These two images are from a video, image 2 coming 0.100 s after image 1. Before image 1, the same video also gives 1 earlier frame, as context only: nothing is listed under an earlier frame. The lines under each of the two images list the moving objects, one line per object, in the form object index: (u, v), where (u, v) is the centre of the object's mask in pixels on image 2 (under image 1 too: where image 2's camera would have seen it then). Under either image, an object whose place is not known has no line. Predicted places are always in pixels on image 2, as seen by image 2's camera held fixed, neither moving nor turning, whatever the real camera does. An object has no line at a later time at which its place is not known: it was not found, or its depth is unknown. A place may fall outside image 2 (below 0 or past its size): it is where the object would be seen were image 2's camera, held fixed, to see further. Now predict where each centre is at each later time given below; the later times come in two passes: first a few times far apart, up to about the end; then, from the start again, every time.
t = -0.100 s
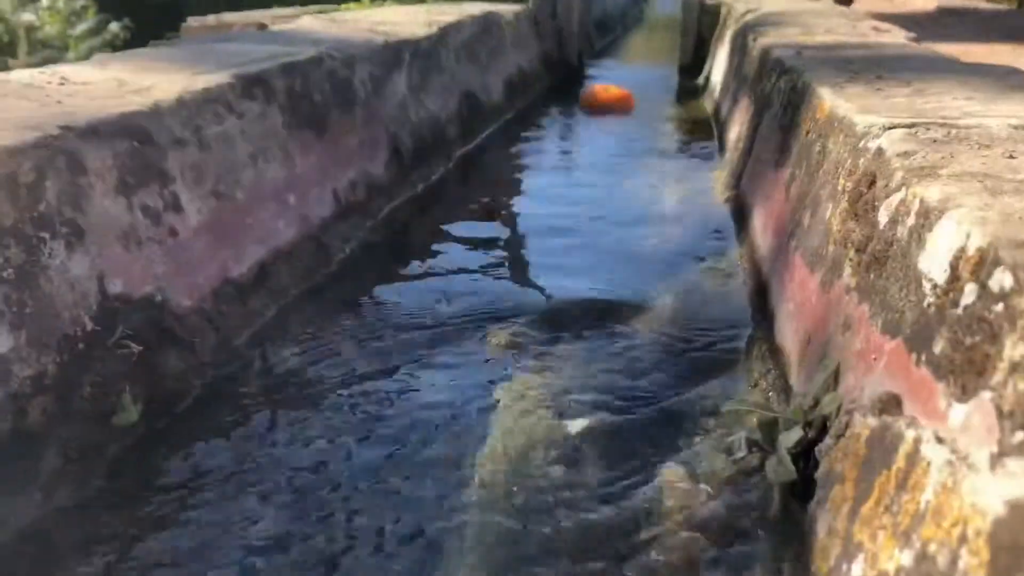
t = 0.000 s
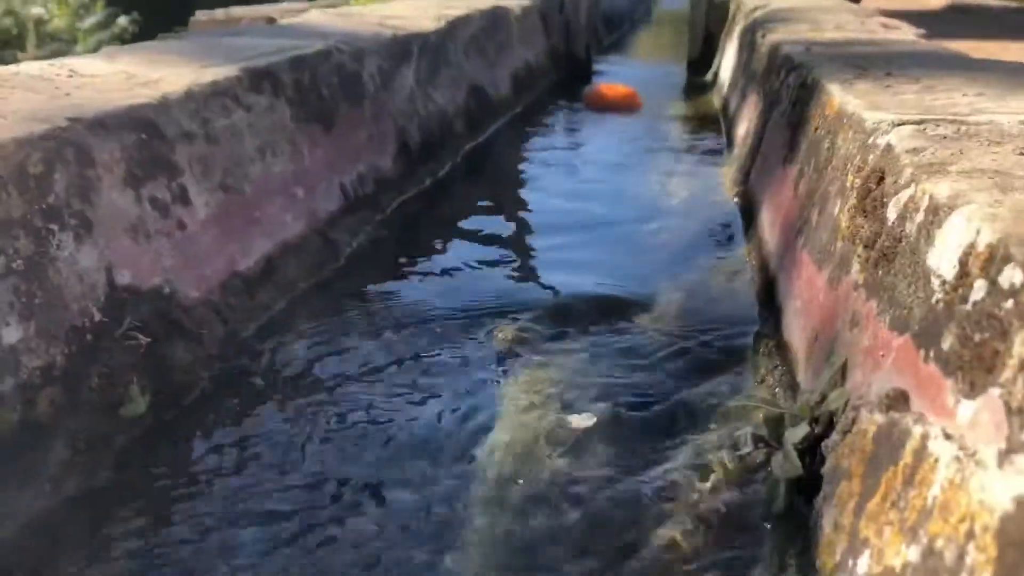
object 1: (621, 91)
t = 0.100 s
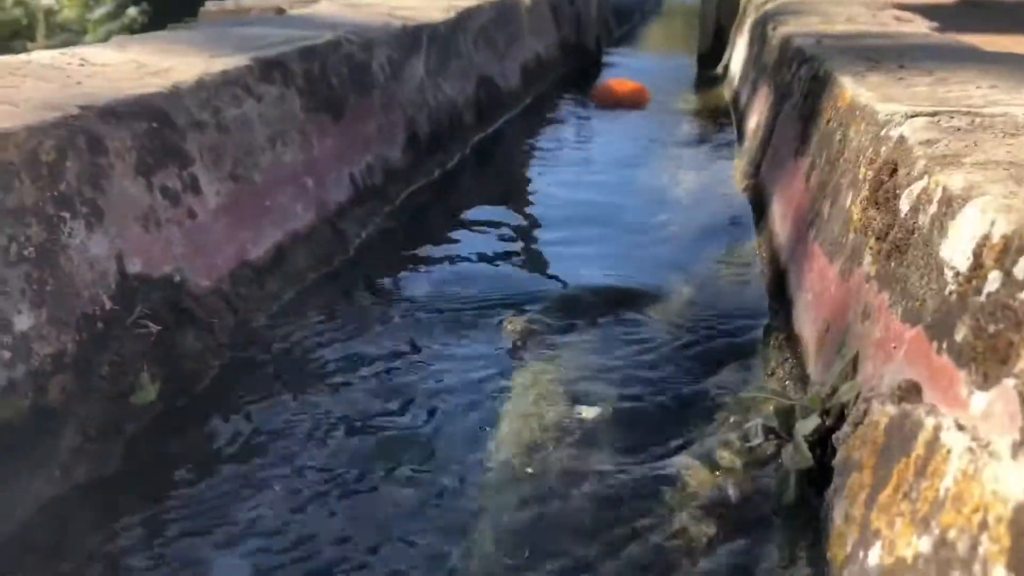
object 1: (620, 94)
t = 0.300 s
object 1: (616, 101)
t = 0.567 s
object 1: (609, 112)
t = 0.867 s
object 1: (602, 125)
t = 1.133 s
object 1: (597, 140)
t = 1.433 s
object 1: (591, 155)
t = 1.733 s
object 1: (586, 173)
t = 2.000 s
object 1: (582, 195)
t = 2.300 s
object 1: (581, 220)
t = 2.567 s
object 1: (569, 240)
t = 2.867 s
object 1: (546, 253)
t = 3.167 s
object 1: (526, 253)
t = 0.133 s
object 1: (619, 96)
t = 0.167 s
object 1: (618, 97)
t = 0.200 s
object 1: (618, 97)
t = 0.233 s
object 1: (618, 98)
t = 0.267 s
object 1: (617, 99)
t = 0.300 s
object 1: (616, 101)
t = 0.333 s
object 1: (615, 102)
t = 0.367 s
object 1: (614, 103)
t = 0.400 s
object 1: (613, 104)
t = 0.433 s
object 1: (612, 106)
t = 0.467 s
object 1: (611, 107)
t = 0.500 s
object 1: (610, 109)
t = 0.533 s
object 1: (610, 111)
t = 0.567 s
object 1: (609, 112)
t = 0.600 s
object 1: (608, 113)
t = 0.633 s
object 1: (607, 115)
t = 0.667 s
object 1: (606, 117)
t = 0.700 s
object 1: (606, 118)
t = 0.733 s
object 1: (605, 120)
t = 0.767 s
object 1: (604, 122)
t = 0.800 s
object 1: (603, 123)
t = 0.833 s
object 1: (603, 124)
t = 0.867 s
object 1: (602, 125)
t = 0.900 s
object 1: (601, 127)
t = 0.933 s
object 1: (601, 129)
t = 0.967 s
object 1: (600, 130)
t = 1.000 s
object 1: (599, 133)
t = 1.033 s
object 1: (598, 135)
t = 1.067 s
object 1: (598, 135)
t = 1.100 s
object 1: (598, 137)
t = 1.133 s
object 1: (597, 140)
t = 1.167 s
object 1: (596, 141)
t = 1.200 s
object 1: (595, 142)
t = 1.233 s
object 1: (595, 145)
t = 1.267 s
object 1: (595, 147)
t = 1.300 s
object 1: (594, 146)
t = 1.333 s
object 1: (594, 148)
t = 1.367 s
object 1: (593, 149)
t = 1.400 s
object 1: (591, 152)
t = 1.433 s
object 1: (591, 155)
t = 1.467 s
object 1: (591, 156)
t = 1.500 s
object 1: (590, 158)
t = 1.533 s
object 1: (590, 160)
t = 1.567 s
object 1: (589, 162)
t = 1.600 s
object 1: (589, 164)
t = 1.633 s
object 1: (588, 168)
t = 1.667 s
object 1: (588, 170)
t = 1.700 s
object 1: (587, 171)
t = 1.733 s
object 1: (586, 173)
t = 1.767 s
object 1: (586, 175)
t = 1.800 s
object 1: (585, 177)
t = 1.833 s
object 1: (585, 180)
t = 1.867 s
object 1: (585, 182)
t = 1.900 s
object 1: (584, 184)
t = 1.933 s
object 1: (584, 187)
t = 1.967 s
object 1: (583, 192)
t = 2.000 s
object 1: (582, 195)
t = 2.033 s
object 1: (583, 198)
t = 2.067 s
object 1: (583, 202)
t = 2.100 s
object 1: (583, 205)
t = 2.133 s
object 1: (584, 208)
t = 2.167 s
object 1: (582, 209)
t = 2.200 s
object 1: (582, 212)
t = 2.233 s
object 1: (581, 213)
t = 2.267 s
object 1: (582, 217)
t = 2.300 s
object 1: (581, 220)
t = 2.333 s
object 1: (580, 222)
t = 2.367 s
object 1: (579, 224)
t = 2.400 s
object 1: (578, 227)
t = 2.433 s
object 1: (577, 230)
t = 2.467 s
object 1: (576, 233)
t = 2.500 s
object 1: (574, 237)
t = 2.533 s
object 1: (572, 239)
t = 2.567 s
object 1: (569, 240)
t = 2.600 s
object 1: (567, 242)
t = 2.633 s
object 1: (564, 245)
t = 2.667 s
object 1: (563, 251)
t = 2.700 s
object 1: (561, 251)
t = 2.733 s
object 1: (558, 252)
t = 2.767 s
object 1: (555, 253)
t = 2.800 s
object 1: (551, 253)
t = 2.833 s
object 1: (548, 254)
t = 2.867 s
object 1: (546, 253)
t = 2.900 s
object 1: (543, 252)
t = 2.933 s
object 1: (541, 252)
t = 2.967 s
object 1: (539, 252)
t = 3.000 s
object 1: (536, 252)
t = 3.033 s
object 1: (534, 252)
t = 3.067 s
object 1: (532, 252)
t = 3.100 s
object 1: (530, 252)
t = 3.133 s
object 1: (528, 253)
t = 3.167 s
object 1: (526, 253)
